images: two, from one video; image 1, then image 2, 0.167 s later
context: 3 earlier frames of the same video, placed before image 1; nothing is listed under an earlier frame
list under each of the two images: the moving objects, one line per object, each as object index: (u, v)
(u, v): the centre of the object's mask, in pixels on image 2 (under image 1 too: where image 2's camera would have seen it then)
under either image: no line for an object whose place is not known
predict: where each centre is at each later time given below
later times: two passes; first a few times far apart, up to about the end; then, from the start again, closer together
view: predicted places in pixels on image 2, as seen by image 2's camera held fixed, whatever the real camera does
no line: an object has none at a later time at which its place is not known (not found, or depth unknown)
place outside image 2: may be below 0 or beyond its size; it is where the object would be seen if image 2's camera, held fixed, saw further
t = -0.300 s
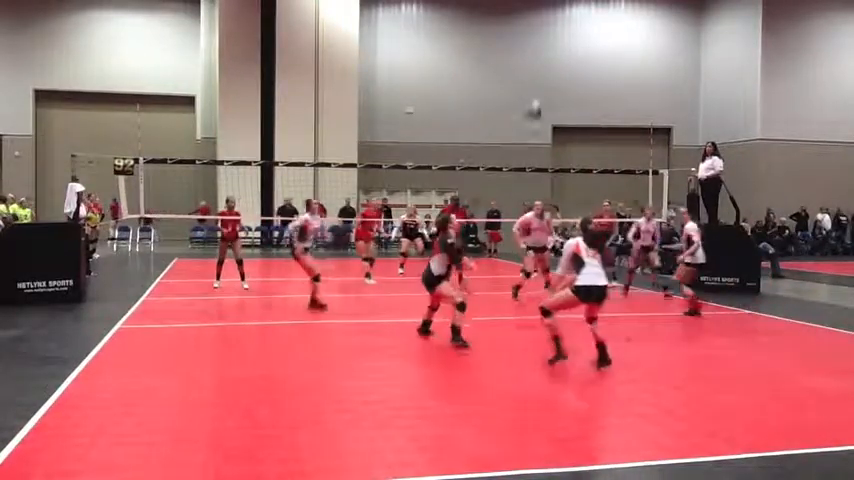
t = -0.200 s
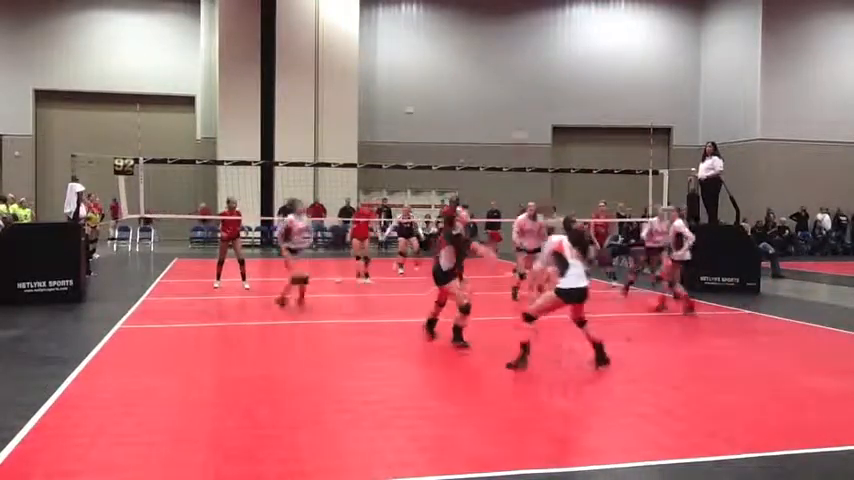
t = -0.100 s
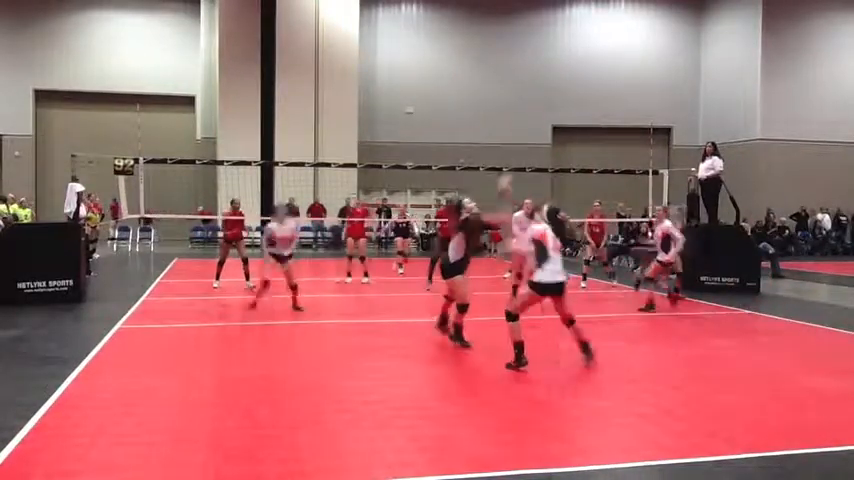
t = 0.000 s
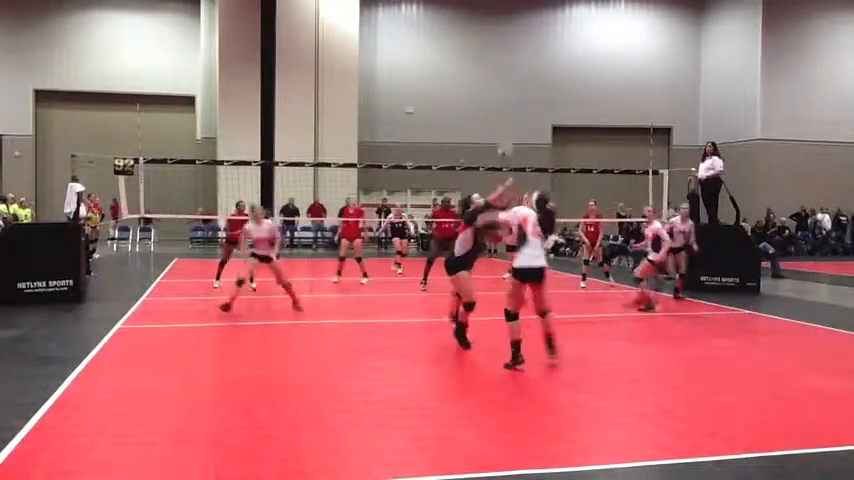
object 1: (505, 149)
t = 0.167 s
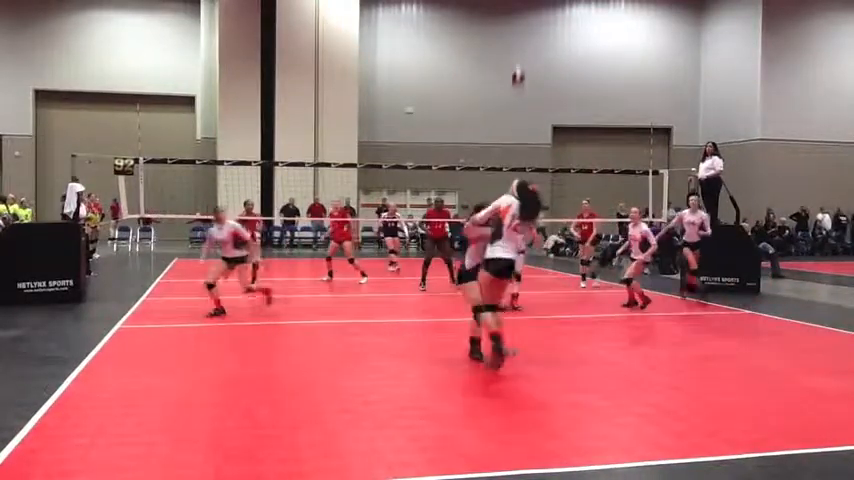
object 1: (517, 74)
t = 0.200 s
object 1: (518, 65)
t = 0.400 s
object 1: (528, 19)
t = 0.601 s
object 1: (537, 13)
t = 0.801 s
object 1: (545, 34)
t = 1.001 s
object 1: (549, 85)
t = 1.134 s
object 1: (554, 126)
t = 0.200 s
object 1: (518, 65)
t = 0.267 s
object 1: (521, 41)
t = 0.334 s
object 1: (523, 29)
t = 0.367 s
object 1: (527, 25)
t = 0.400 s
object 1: (528, 19)
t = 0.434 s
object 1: (530, 17)
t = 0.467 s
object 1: (532, 14)
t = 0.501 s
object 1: (533, 12)
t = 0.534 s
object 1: (534, 12)
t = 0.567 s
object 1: (535, 12)
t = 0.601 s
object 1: (537, 13)
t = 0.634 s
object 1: (539, 14)
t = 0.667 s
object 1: (540, 17)
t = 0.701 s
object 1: (541, 20)
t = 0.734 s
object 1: (542, 24)
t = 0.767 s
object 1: (543, 29)
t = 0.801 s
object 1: (545, 34)
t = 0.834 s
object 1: (546, 42)
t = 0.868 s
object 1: (547, 49)
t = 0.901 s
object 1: (547, 58)
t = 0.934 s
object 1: (547, 66)
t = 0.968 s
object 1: (548, 76)
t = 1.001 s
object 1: (549, 85)
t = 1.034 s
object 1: (551, 95)
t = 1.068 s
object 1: (548, 106)
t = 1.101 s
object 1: (551, 120)
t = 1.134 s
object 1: (554, 126)
